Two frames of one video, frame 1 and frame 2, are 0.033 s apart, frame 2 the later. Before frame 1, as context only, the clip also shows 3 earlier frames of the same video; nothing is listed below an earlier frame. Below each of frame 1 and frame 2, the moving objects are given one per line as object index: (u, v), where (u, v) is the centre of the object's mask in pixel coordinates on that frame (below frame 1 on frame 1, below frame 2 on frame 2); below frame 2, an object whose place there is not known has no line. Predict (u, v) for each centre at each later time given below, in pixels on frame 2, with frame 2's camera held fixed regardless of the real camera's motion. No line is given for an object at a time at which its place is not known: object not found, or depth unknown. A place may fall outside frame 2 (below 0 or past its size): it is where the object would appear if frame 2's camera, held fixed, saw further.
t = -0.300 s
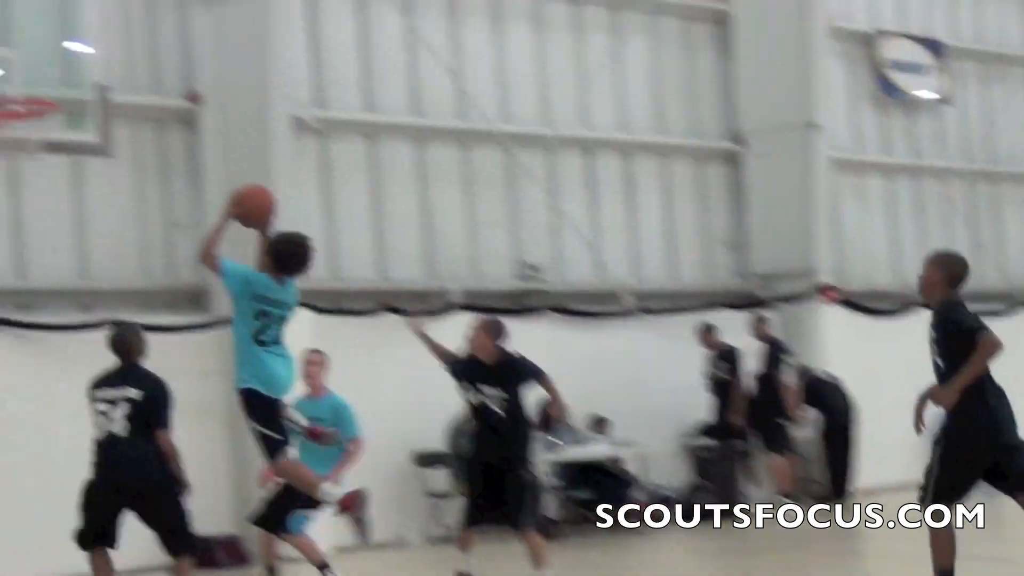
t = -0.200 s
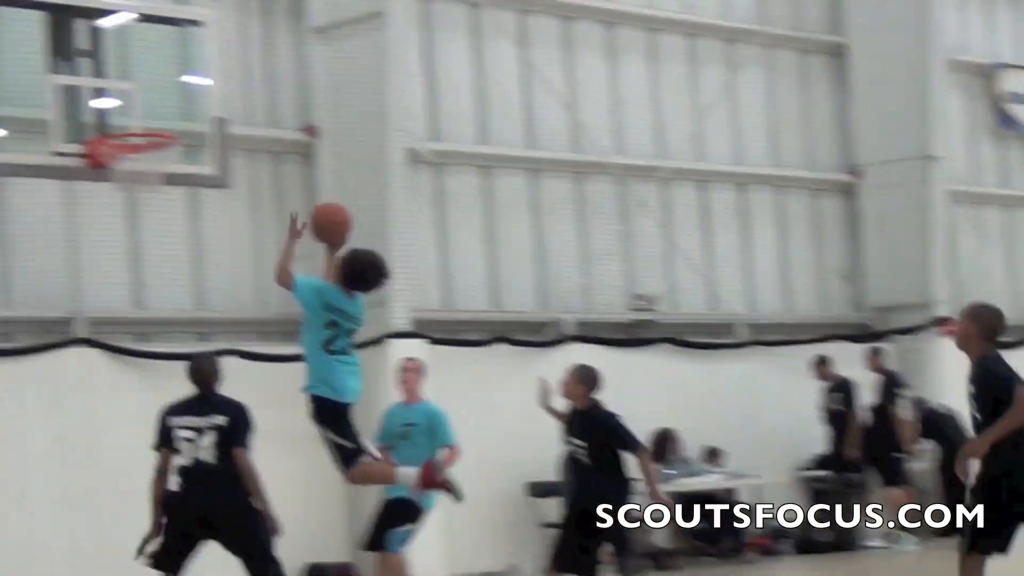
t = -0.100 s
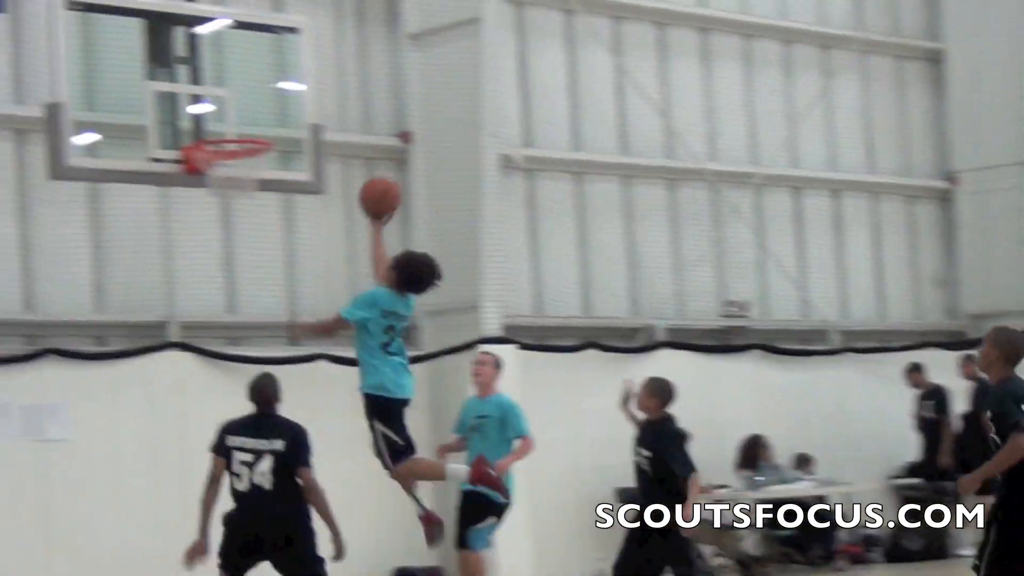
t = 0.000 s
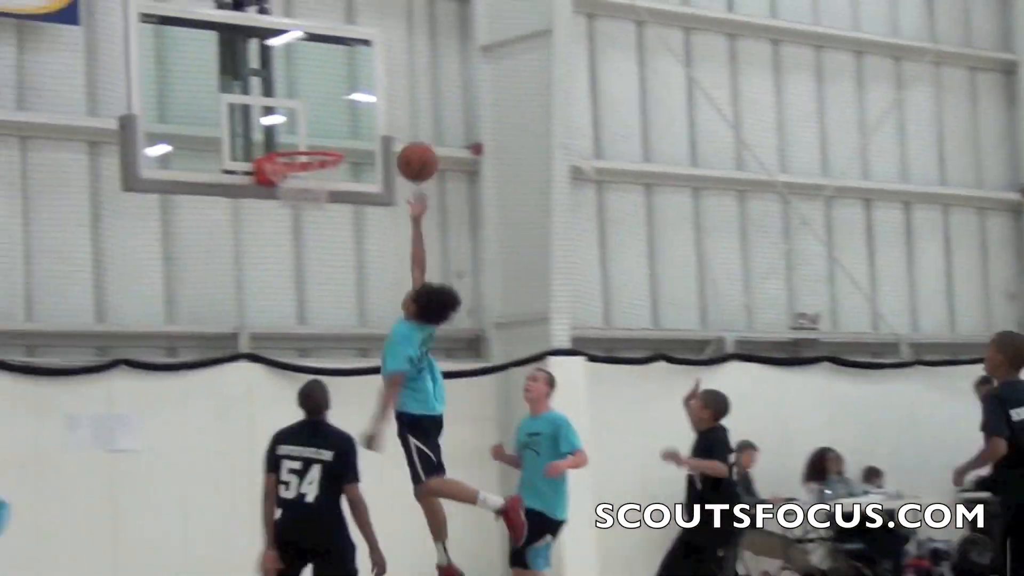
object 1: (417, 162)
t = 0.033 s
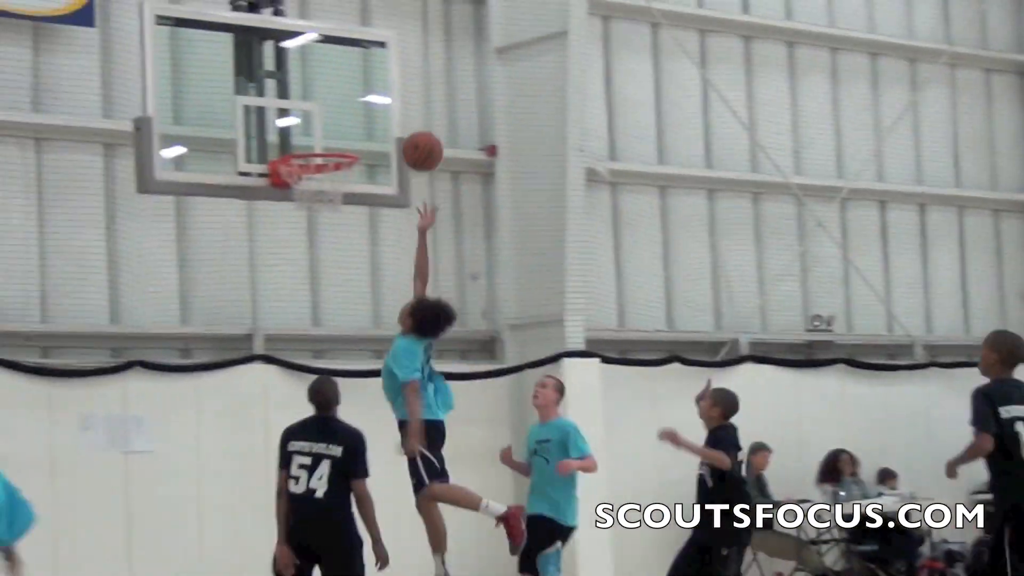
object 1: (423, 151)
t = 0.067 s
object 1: (411, 140)
